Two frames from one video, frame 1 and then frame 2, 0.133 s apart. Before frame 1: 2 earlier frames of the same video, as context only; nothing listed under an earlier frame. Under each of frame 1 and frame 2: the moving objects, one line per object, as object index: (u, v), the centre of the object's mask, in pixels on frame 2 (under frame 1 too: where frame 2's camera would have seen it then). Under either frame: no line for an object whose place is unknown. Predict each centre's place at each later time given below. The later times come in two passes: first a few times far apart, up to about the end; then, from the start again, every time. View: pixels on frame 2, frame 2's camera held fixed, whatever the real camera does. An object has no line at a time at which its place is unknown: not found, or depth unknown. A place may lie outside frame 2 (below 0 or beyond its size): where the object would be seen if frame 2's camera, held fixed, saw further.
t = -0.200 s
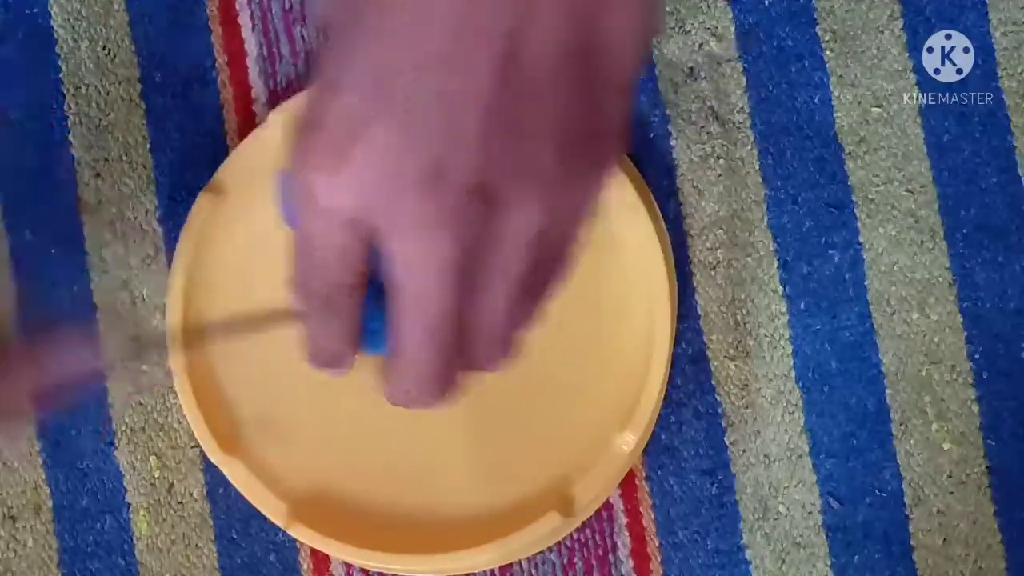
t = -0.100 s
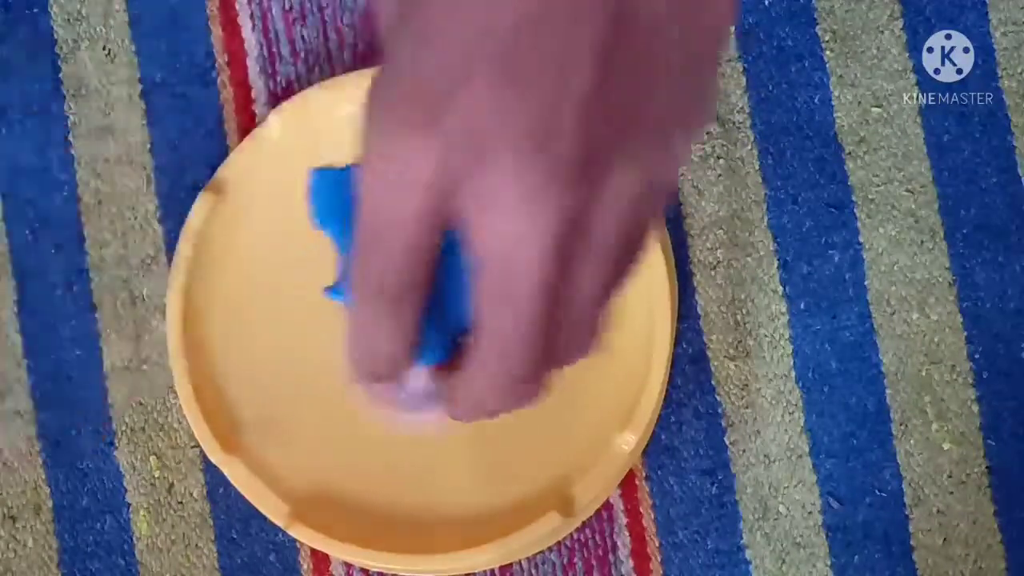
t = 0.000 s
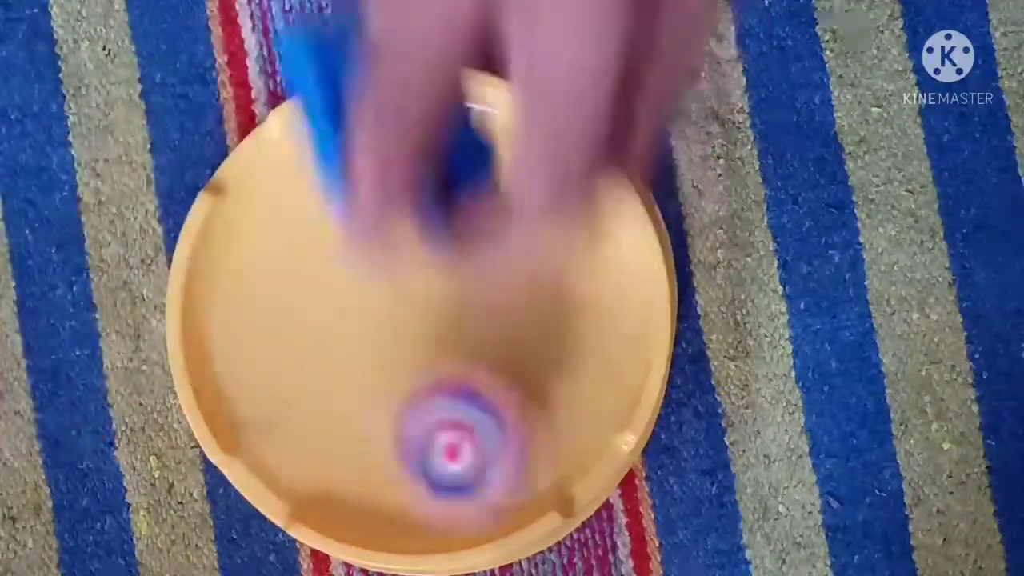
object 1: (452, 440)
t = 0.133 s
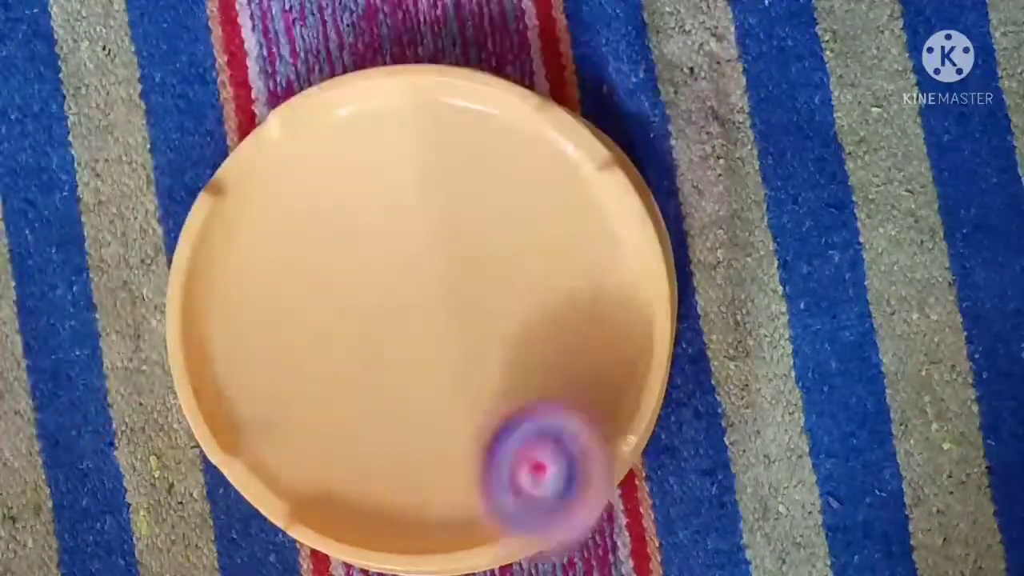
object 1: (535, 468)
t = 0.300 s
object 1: (530, 381)
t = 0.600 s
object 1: (276, 374)
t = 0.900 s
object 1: (331, 354)
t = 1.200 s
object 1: (460, 176)
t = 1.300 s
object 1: (444, 159)
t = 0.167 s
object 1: (551, 450)
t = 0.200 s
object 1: (563, 418)
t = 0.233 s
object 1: (554, 403)
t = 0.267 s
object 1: (546, 396)
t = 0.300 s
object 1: (530, 381)
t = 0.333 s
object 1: (495, 380)
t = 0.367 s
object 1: (471, 372)
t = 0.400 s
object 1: (437, 359)
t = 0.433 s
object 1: (408, 364)
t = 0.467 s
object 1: (384, 357)
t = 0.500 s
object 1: (344, 359)
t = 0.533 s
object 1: (320, 367)
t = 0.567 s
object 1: (298, 361)
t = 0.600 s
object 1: (276, 374)
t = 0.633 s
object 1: (264, 374)
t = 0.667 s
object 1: (247, 385)
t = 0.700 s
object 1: (255, 387)
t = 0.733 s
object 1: (248, 387)
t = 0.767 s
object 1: (266, 391)
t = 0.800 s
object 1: (277, 377)
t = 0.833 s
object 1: (297, 376)
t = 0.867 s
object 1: (313, 356)
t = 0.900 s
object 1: (331, 354)
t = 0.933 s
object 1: (359, 325)
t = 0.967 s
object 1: (375, 314)
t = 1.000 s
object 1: (406, 284)
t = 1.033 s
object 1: (412, 271)
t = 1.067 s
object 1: (435, 242)
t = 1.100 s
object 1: (435, 225)
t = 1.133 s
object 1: (454, 203)
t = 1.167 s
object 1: (448, 190)
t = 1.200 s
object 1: (460, 176)
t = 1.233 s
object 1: (451, 166)
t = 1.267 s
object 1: (457, 154)
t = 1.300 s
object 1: (444, 159)
